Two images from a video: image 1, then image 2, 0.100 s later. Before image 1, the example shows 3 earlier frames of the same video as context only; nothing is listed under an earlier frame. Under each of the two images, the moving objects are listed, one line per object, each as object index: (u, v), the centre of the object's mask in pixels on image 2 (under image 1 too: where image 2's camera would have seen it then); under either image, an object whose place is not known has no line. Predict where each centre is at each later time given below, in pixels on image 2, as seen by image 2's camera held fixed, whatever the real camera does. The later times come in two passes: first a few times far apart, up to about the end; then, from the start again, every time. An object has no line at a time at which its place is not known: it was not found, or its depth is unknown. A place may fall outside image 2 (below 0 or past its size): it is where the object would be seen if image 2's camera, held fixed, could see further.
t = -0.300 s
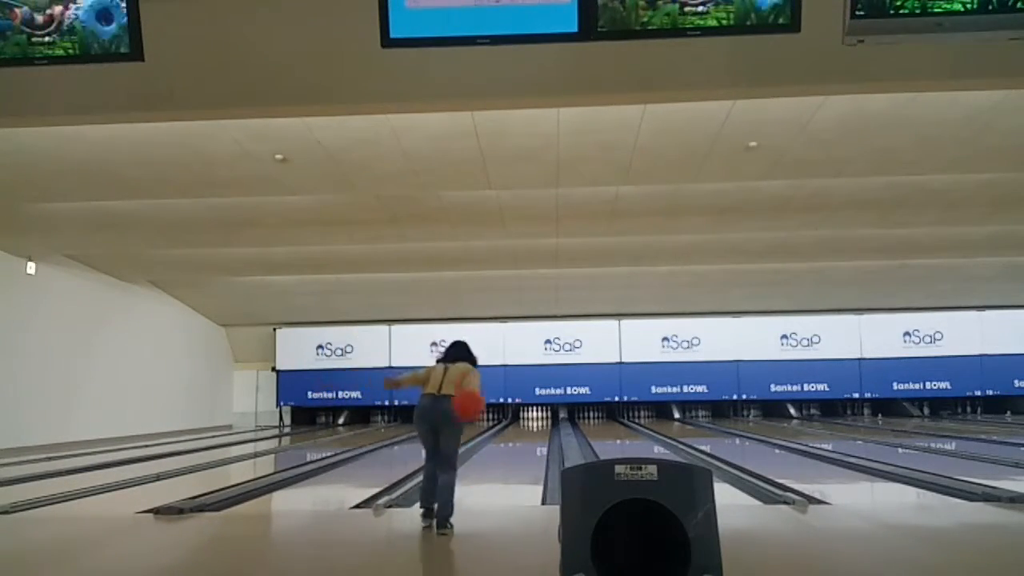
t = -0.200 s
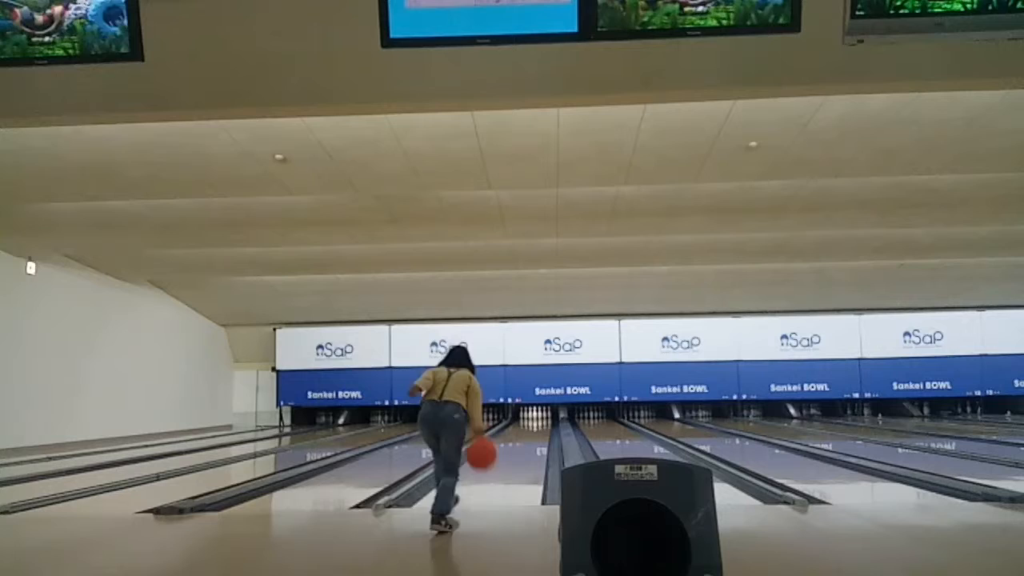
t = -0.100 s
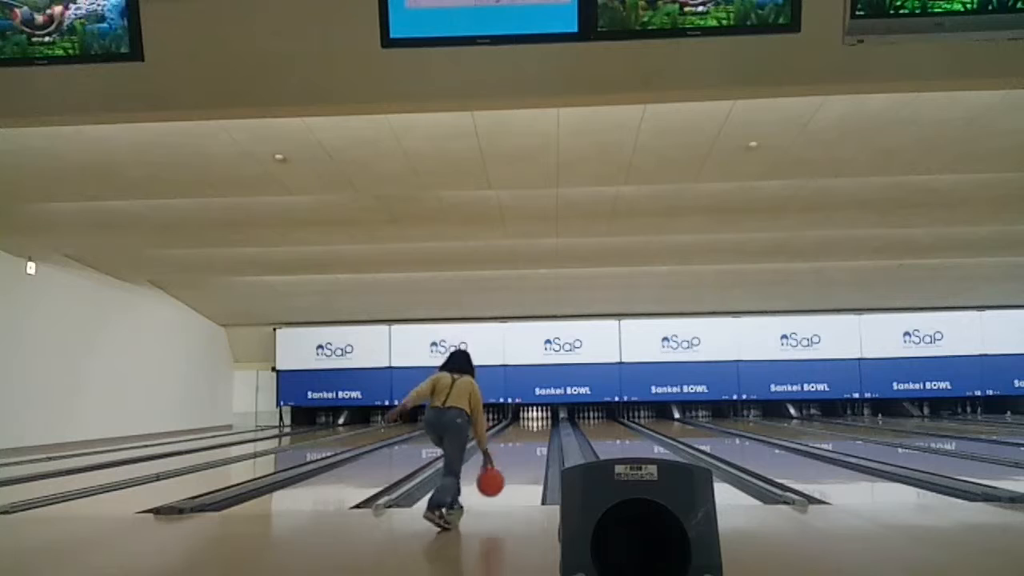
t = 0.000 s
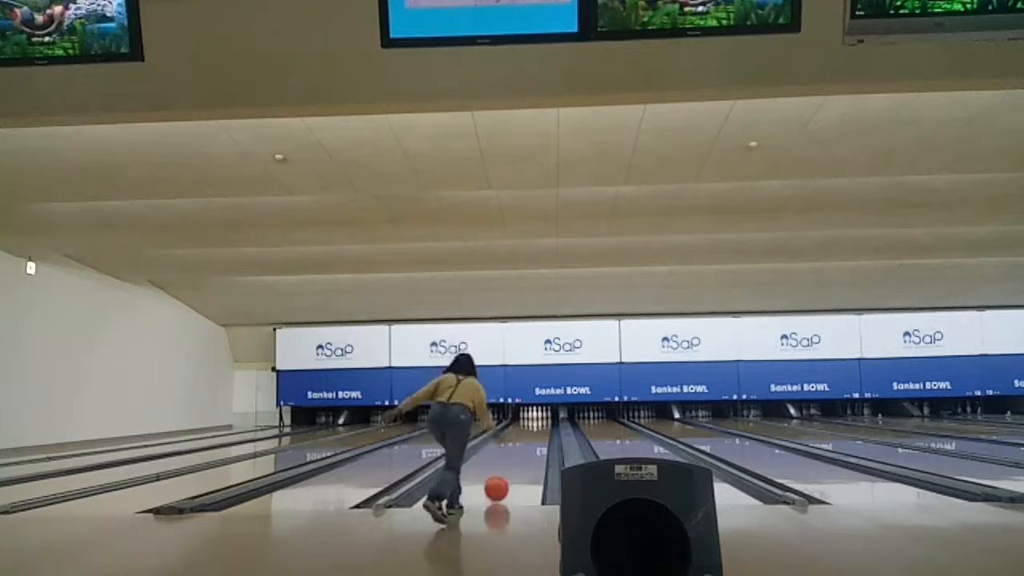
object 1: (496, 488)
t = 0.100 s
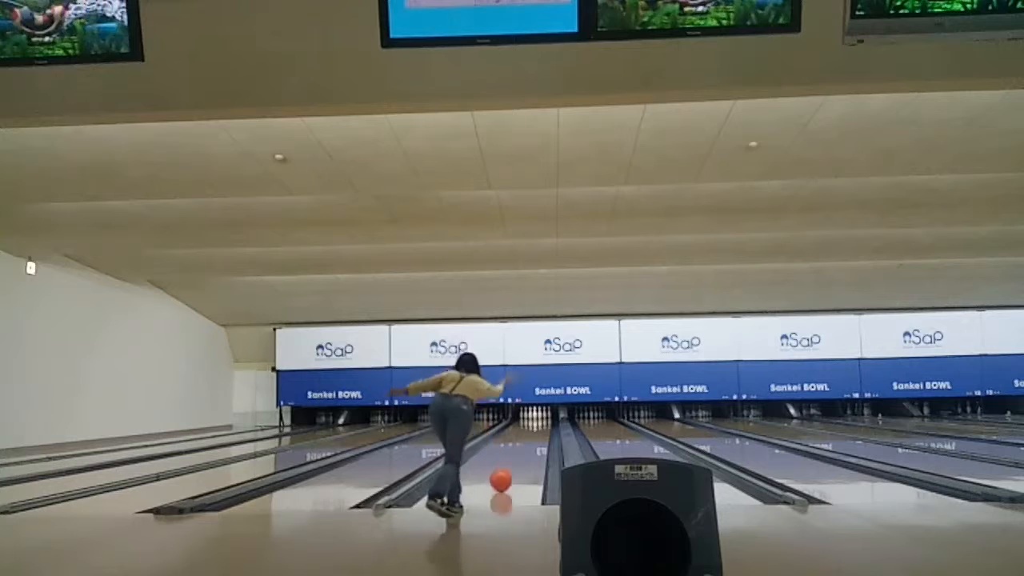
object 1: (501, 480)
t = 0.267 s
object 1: (507, 468)
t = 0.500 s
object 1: (512, 456)
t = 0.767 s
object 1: (518, 444)
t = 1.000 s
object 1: (520, 438)
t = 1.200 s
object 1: (523, 434)
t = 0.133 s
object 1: (502, 477)
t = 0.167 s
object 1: (503, 474)
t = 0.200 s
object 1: (504, 472)
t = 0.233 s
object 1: (506, 470)
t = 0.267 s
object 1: (507, 468)
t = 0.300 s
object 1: (508, 466)
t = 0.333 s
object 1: (509, 464)
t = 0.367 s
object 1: (509, 462)
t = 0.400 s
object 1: (510, 460)
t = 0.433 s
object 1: (512, 458)
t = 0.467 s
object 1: (512, 457)
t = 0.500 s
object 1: (512, 456)
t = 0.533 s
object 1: (514, 455)
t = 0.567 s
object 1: (514, 454)
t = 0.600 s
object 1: (515, 452)
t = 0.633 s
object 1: (516, 449)
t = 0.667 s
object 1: (517, 448)
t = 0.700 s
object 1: (517, 448)
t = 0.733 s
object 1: (518, 445)
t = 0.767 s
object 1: (518, 444)
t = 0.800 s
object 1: (519, 443)
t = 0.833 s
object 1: (519, 442)
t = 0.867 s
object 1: (519, 441)
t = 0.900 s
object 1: (519, 441)
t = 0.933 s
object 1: (520, 440)
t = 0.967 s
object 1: (521, 439)
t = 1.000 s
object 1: (520, 438)
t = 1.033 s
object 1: (522, 437)
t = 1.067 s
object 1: (522, 437)
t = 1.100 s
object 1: (522, 436)
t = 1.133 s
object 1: (522, 436)
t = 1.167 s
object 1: (523, 436)
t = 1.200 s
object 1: (523, 434)
